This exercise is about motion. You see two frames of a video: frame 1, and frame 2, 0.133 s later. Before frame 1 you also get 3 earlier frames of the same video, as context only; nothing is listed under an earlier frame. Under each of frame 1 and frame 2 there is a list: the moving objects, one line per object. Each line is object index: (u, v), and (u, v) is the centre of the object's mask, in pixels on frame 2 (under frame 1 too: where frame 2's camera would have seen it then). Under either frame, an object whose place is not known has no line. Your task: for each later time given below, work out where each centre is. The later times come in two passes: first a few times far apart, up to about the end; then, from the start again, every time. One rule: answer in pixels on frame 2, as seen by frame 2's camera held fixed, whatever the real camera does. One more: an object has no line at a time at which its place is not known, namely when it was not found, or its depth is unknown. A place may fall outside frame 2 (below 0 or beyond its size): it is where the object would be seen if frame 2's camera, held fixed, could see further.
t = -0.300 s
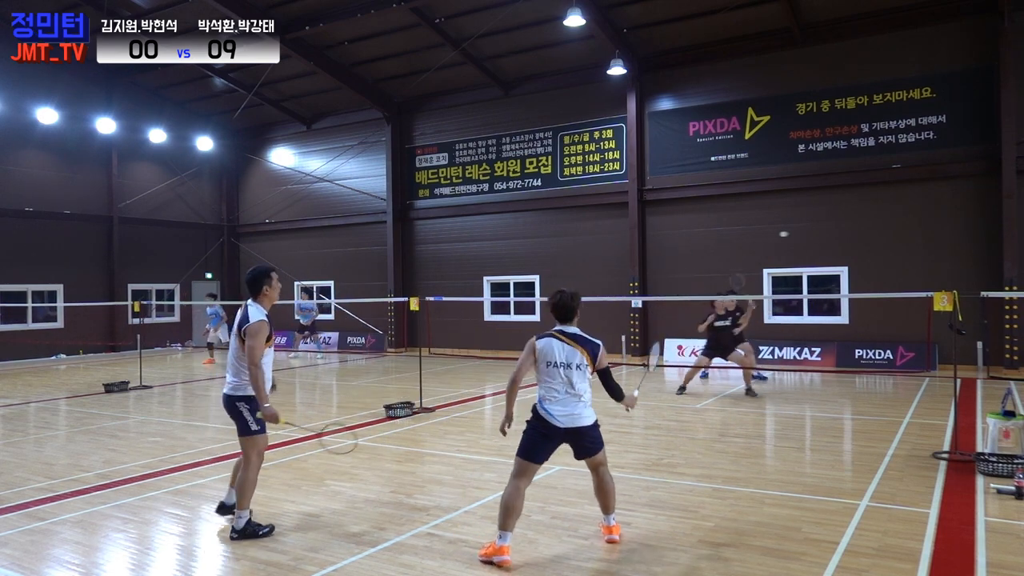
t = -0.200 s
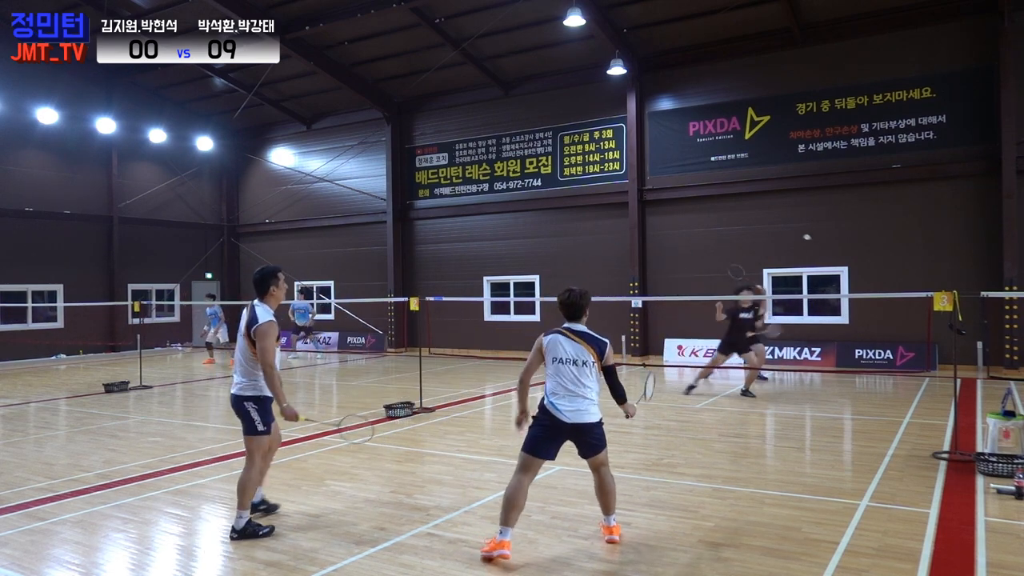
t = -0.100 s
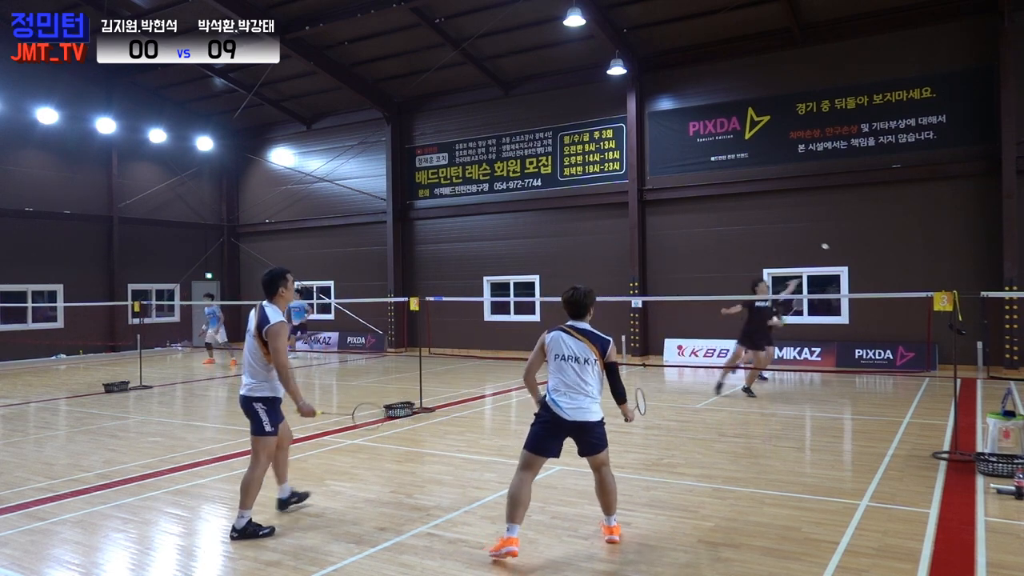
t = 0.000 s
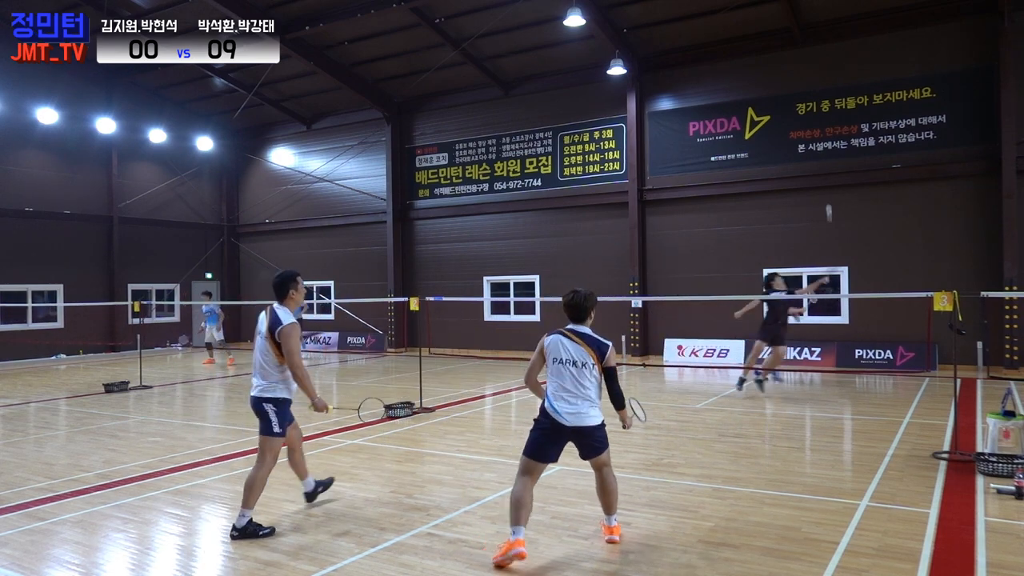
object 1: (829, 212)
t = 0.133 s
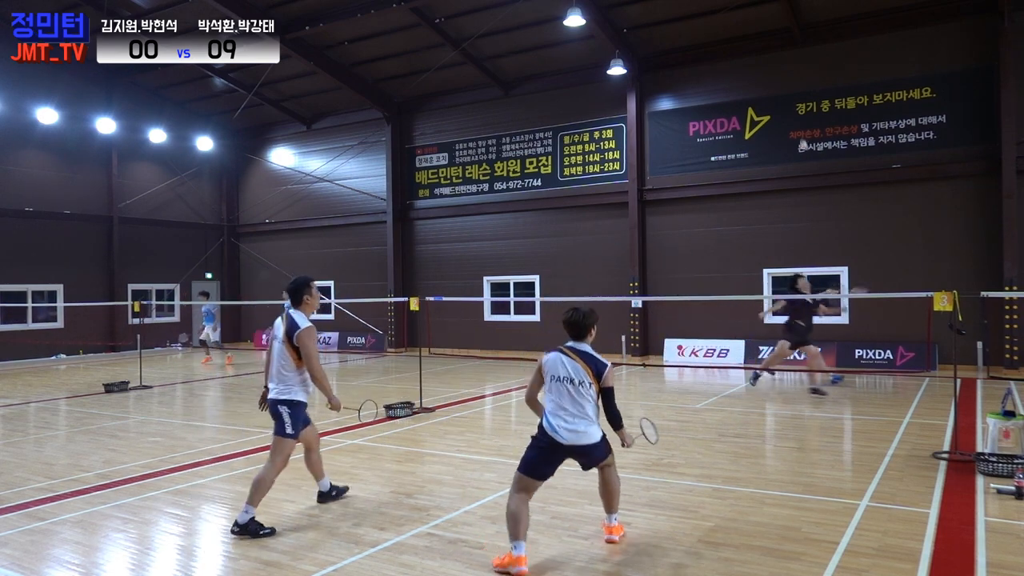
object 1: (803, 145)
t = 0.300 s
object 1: (776, 85)
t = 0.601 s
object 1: (723, 52)
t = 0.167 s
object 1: (798, 131)
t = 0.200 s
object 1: (792, 118)
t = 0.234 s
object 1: (787, 106)
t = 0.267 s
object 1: (781, 95)
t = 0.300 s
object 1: (776, 85)
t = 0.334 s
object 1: (770, 76)
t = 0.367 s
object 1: (765, 69)
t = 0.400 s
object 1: (759, 63)
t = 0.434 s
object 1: (753, 58)
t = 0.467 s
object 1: (748, 54)
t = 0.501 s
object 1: (742, 51)
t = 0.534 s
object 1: (735, 50)
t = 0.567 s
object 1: (729, 50)
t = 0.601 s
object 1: (723, 52)
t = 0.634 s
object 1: (716, 55)
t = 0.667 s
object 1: (710, 60)
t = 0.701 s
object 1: (703, 67)
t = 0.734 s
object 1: (696, 76)
